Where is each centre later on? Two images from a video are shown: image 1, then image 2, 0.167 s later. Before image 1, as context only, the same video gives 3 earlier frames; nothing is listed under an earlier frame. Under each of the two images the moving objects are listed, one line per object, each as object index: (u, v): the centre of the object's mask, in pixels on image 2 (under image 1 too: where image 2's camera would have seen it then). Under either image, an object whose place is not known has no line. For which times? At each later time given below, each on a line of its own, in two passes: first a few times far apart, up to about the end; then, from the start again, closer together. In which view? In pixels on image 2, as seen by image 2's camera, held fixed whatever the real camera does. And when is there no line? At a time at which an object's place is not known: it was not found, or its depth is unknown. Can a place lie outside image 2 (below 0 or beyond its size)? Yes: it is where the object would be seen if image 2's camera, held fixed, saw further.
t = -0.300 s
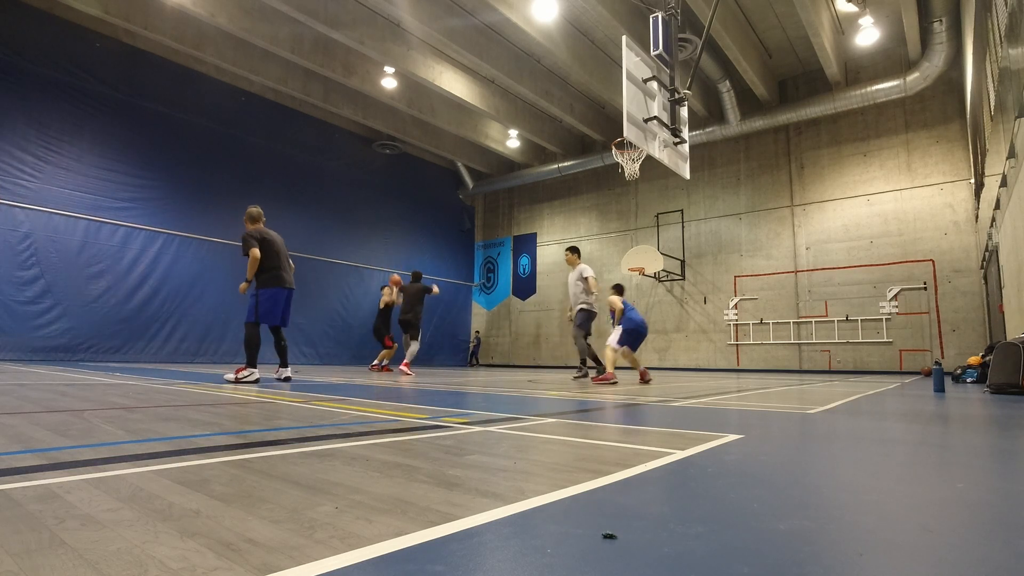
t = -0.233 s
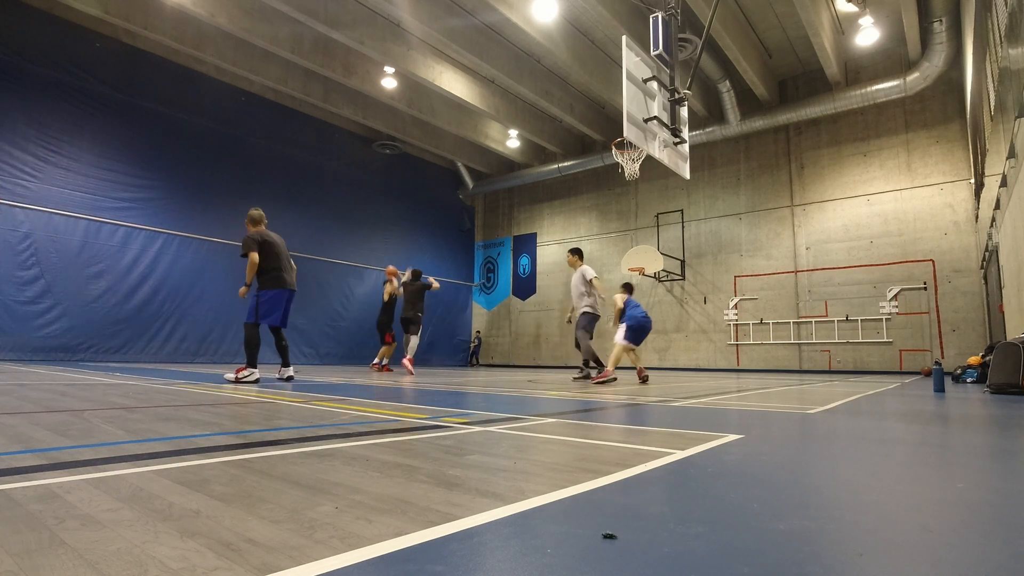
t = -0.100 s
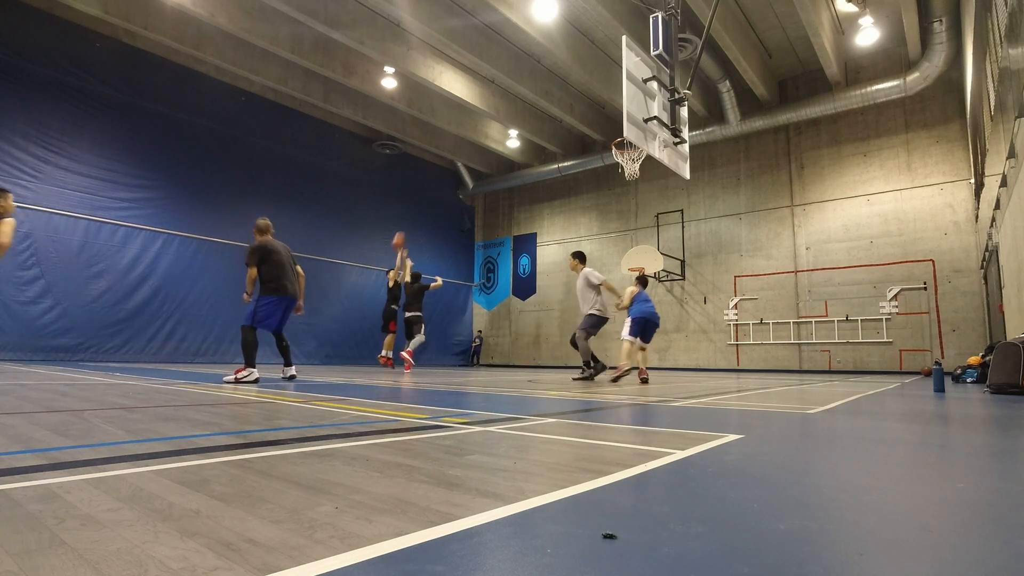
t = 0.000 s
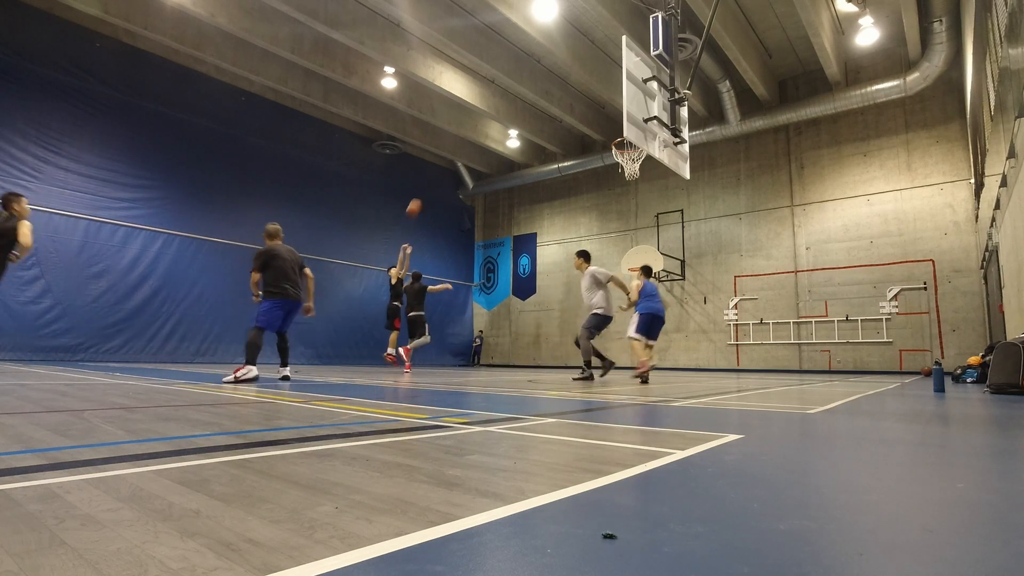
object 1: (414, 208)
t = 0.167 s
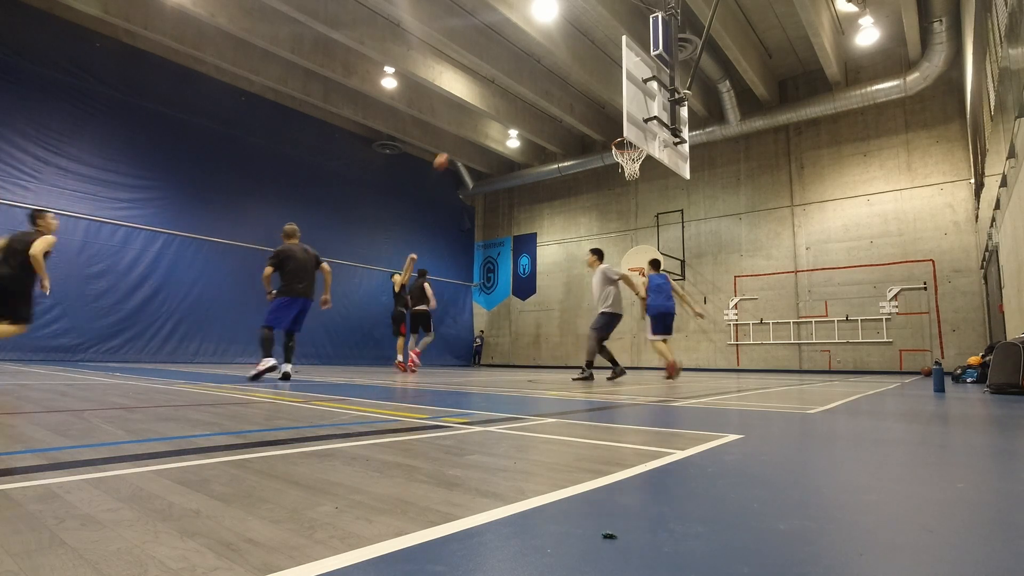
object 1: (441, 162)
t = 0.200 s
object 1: (446, 153)
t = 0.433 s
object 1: (487, 111)
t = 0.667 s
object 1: (531, 95)
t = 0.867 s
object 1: (575, 103)
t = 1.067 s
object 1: (621, 143)
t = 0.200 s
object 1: (446, 153)
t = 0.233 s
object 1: (452, 145)
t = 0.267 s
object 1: (457, 138)
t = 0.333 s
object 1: (469, 126)
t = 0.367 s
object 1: (475, 120)
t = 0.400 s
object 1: (481, 116)
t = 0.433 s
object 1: (487, 111)
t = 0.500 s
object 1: (499, 104)
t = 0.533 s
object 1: (505, 100)
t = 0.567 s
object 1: (512, 97)
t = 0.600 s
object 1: (518, 96)
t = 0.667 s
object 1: (531, 95)
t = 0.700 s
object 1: (538, 95)
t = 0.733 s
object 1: (546, 95)
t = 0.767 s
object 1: (552, 96)
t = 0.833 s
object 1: (567, 101)
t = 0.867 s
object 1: (575, 103)
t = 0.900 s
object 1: (583, 108)
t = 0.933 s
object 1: (591, 114)
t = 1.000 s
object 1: (608, 128)
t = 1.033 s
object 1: (614, 133)
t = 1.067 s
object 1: (621, 143)
